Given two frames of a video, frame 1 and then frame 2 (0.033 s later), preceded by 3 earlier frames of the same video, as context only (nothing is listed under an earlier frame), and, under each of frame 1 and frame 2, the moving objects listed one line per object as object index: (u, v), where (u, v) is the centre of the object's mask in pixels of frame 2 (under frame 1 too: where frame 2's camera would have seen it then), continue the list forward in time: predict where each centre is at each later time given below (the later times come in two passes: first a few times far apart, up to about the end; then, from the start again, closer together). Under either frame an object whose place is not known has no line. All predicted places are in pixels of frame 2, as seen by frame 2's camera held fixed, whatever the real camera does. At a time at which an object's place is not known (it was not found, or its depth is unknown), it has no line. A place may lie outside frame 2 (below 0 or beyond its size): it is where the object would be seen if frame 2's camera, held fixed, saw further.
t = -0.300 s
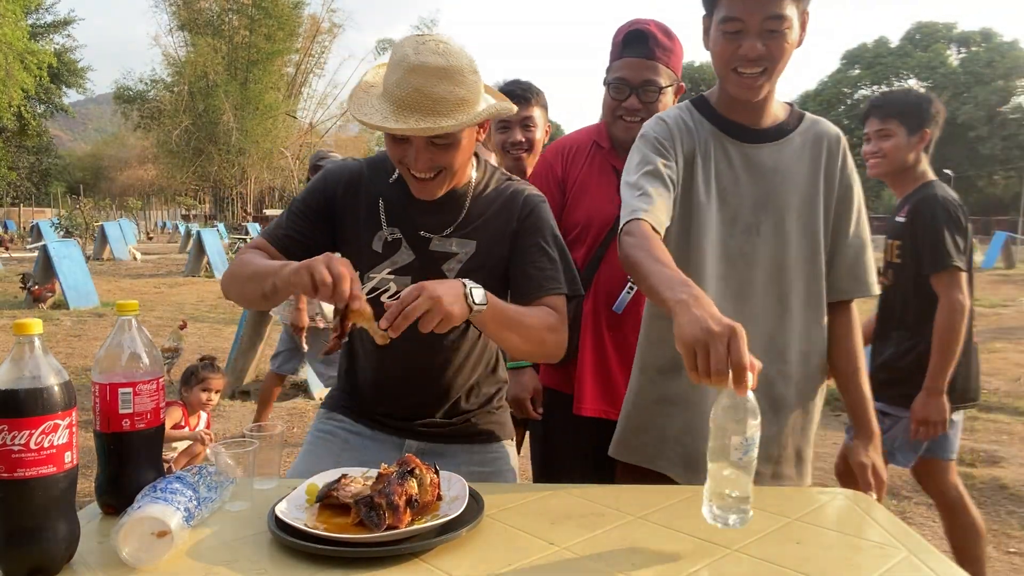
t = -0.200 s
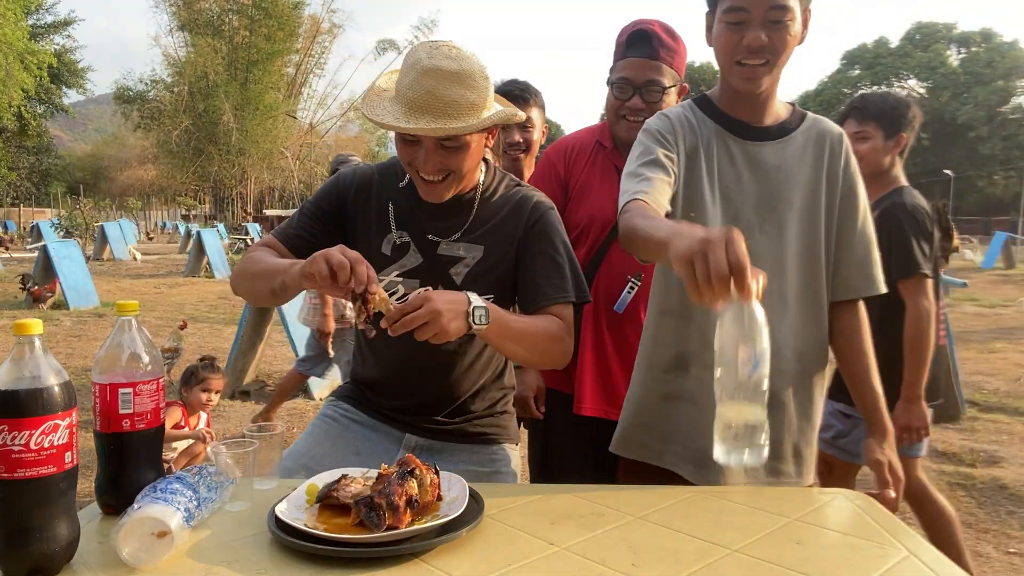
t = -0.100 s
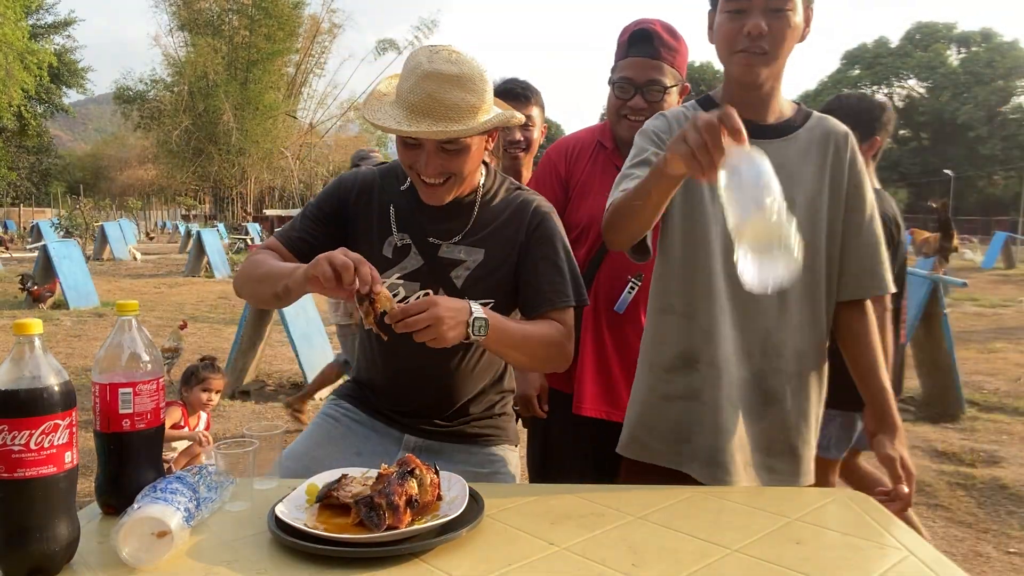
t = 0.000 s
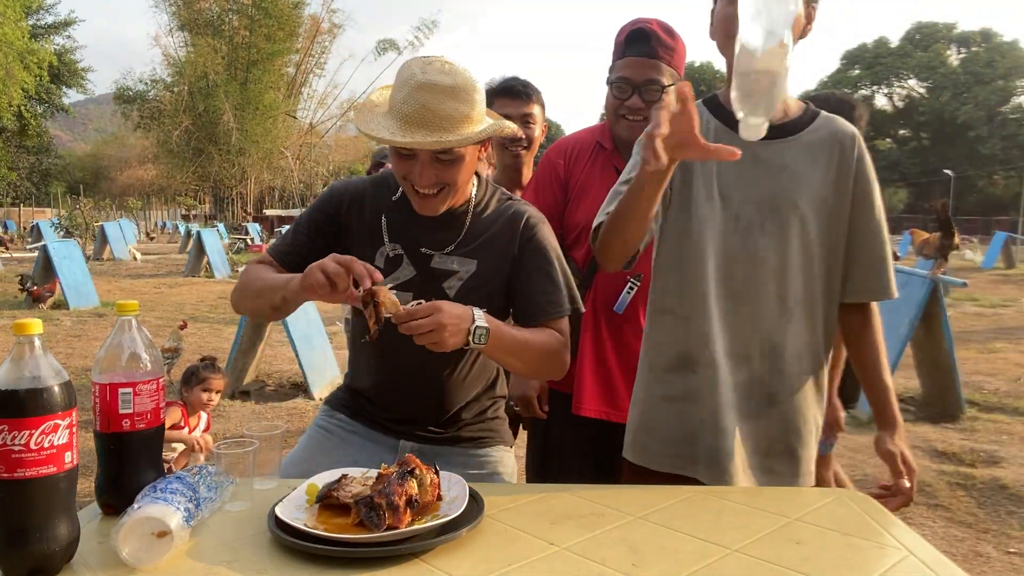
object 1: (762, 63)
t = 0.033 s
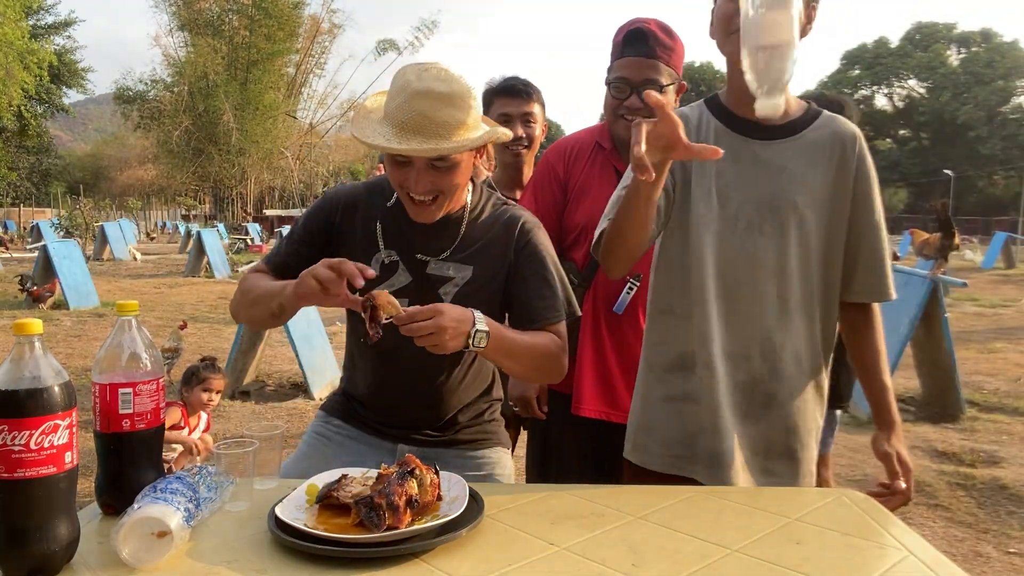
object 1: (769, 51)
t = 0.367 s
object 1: (738, 28)
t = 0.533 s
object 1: (712, 290)
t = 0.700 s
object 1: (698, 483)
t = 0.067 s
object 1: (781, 28)
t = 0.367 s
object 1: (738, 28)
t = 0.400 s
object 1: (734, 53)
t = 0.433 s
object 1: (728, 85)
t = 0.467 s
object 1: (723, 149)
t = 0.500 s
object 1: (717, 216)
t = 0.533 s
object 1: (712, 290)
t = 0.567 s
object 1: (707, 369)
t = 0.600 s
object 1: (703, 450)
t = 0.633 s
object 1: (697, 470)
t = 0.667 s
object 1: (699, 486)
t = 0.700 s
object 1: (698, 483)
